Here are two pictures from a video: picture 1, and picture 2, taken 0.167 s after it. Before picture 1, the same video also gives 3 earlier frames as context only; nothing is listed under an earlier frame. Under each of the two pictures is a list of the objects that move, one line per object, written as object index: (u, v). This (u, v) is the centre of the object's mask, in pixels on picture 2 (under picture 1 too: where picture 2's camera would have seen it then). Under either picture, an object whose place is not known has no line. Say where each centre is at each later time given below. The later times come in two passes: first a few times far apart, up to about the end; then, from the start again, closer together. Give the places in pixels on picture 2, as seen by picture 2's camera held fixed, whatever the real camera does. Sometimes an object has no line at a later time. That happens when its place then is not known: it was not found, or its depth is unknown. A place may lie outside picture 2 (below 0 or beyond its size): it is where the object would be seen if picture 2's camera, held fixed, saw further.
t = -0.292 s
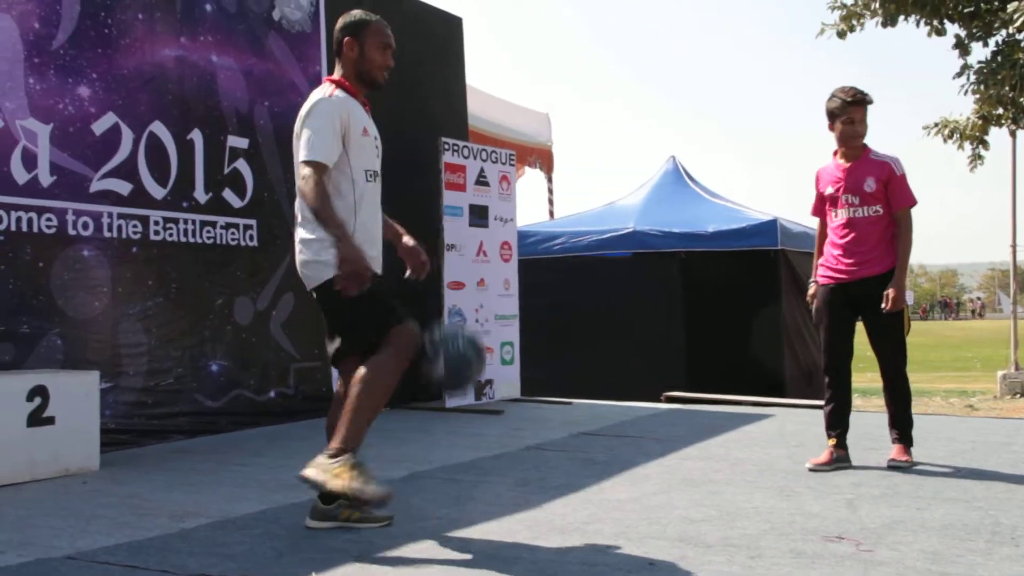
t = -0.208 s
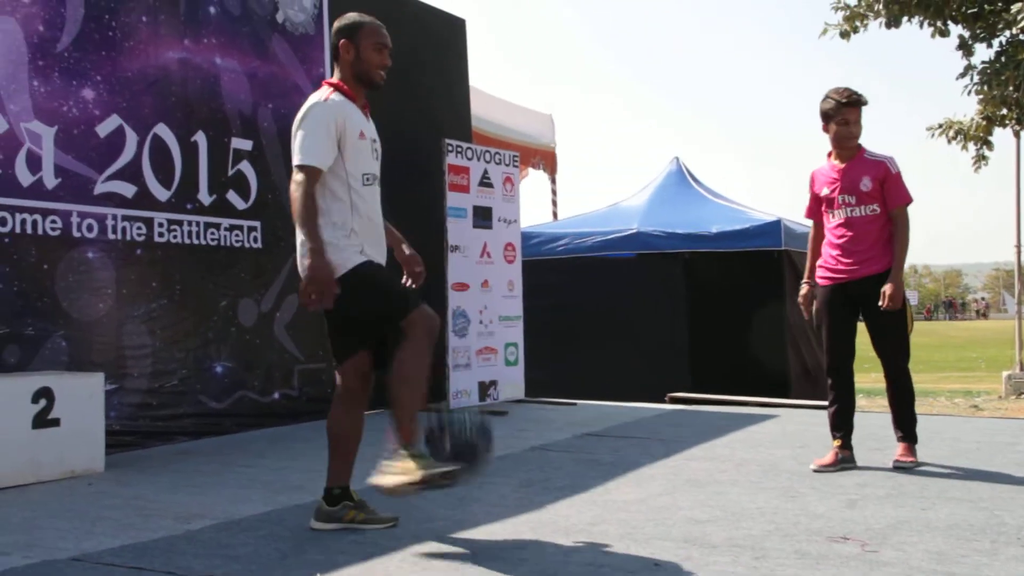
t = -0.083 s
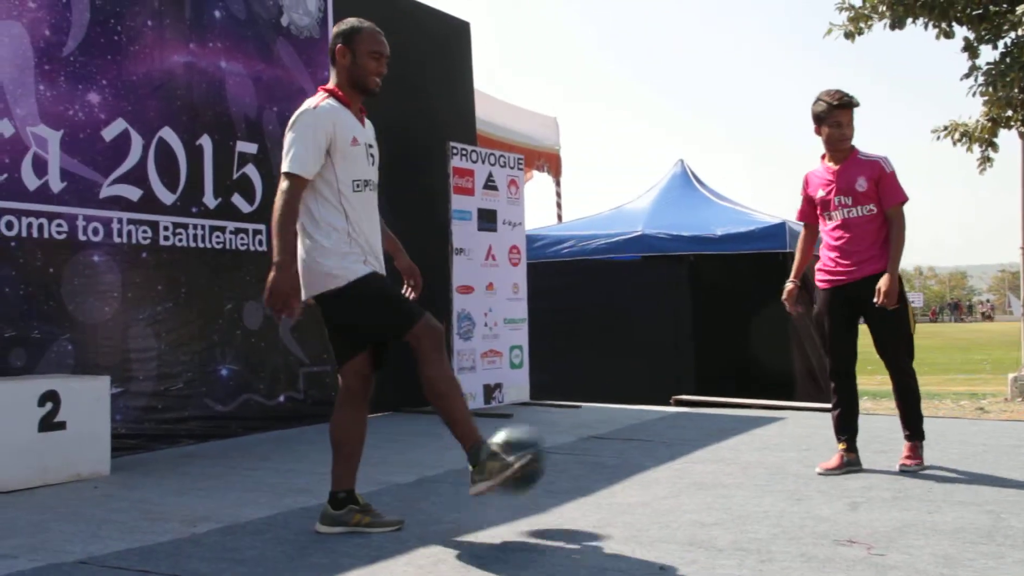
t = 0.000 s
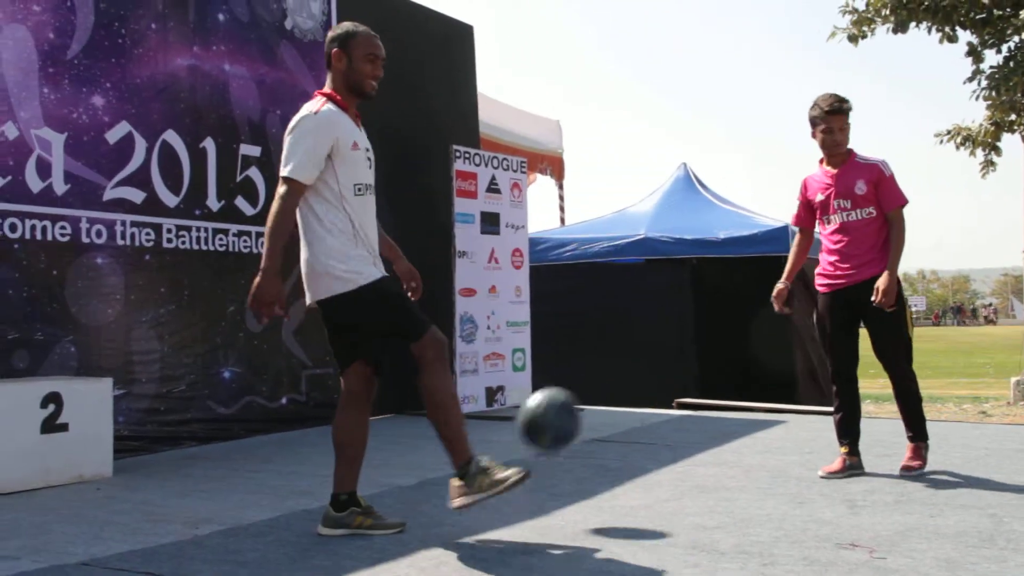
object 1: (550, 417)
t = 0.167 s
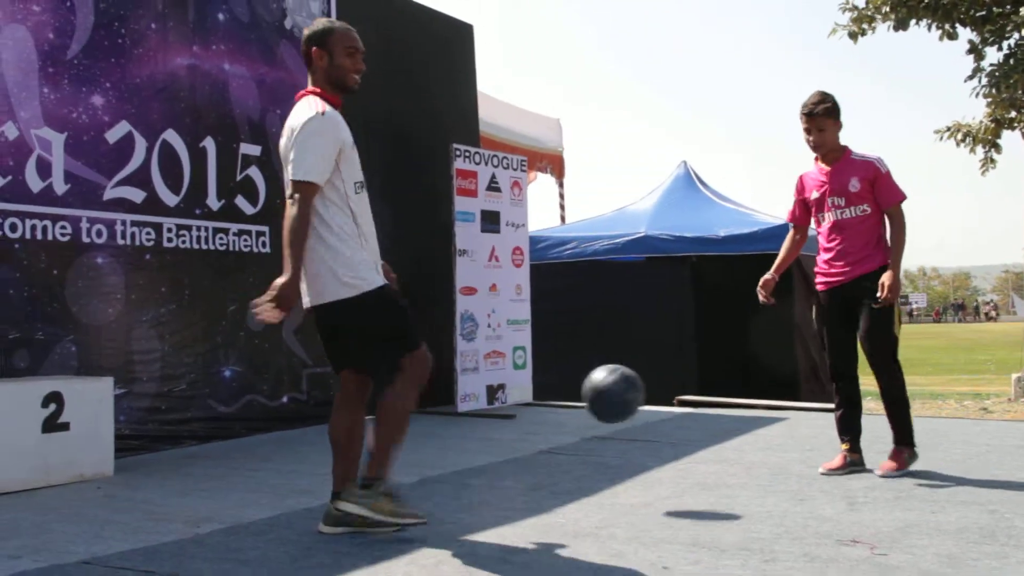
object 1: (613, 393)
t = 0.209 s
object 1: (627, 399)
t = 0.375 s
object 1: (681, 461)
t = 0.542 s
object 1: (727, 414)
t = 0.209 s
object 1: (627, 399)
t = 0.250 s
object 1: (641, 409)
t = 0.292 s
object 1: (655, 422)
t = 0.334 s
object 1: (667, 442)
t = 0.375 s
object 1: (681, 461)
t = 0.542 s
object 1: (727, 414)
